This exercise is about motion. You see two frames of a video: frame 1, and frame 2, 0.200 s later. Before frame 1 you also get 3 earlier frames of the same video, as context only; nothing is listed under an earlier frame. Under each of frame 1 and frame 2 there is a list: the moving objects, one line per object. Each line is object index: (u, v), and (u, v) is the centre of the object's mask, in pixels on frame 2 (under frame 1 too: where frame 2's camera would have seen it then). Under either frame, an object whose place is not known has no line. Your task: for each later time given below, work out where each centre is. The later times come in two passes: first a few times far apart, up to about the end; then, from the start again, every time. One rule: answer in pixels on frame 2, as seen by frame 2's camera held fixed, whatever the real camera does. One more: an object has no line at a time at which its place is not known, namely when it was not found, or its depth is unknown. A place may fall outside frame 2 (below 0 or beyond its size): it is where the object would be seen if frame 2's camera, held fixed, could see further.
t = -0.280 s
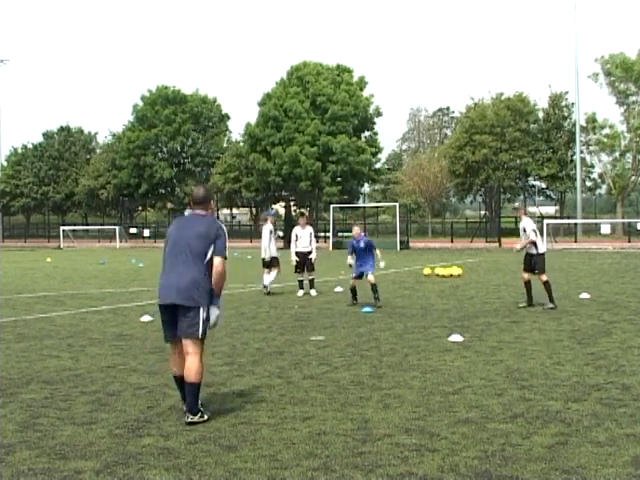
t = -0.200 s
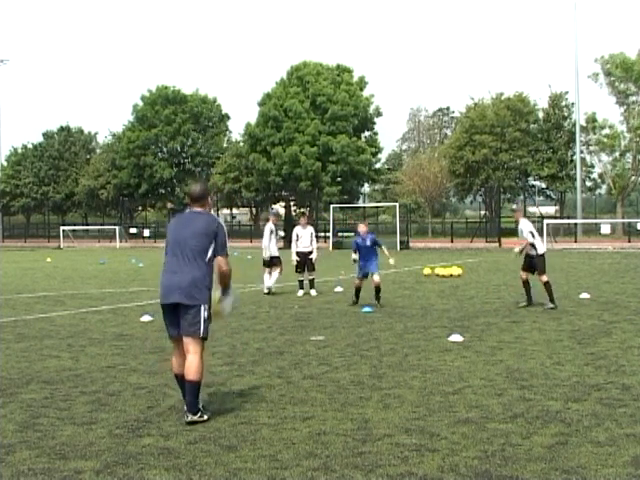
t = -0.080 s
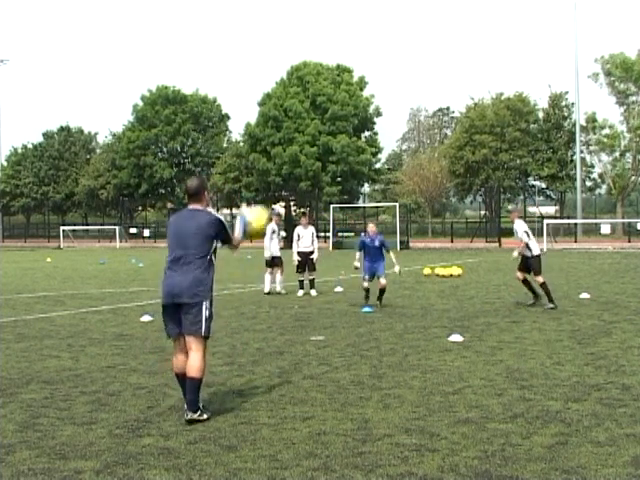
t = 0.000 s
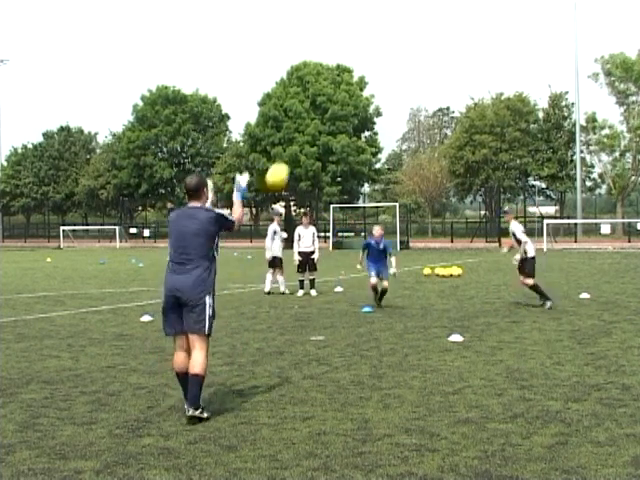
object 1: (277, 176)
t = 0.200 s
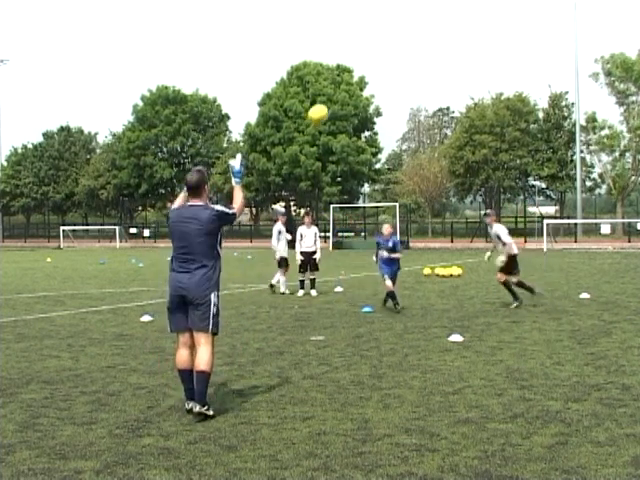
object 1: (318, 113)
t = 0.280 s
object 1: (331, 103)
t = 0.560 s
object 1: (369, 111)
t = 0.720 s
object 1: (384, 138)
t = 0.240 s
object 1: (324, 108)
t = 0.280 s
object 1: (331, 103)
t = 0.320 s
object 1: (337, 100)
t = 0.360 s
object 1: (343, 99)
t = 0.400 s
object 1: (348, 99)
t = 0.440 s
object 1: (353, 100)
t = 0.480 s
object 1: (359, 103)
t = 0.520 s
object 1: (363, 106)
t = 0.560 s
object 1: (369, 111)
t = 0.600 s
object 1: (373, 118)
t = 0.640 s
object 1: (377, 123)
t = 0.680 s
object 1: (381, 130)
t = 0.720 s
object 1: (384, 138)
